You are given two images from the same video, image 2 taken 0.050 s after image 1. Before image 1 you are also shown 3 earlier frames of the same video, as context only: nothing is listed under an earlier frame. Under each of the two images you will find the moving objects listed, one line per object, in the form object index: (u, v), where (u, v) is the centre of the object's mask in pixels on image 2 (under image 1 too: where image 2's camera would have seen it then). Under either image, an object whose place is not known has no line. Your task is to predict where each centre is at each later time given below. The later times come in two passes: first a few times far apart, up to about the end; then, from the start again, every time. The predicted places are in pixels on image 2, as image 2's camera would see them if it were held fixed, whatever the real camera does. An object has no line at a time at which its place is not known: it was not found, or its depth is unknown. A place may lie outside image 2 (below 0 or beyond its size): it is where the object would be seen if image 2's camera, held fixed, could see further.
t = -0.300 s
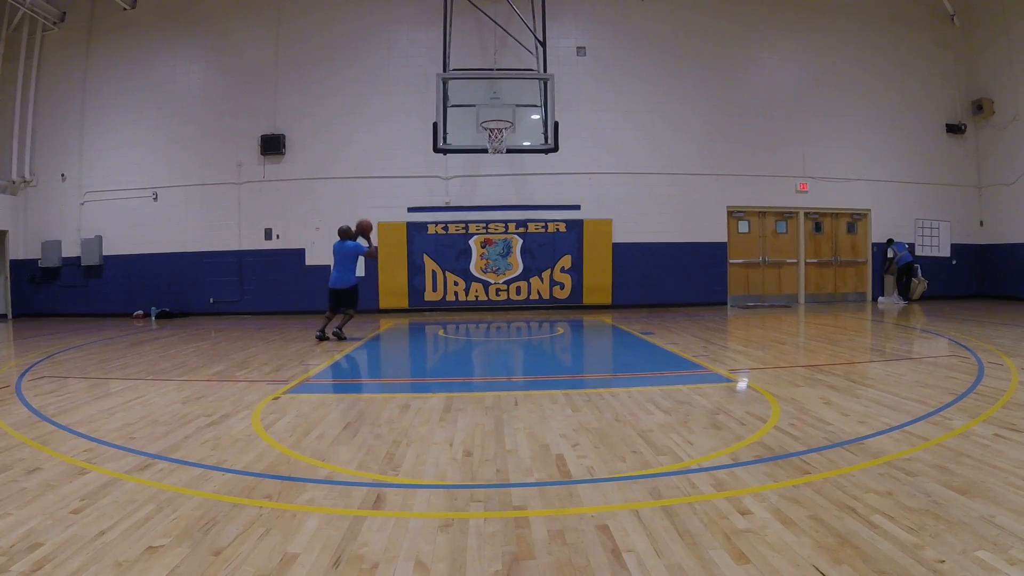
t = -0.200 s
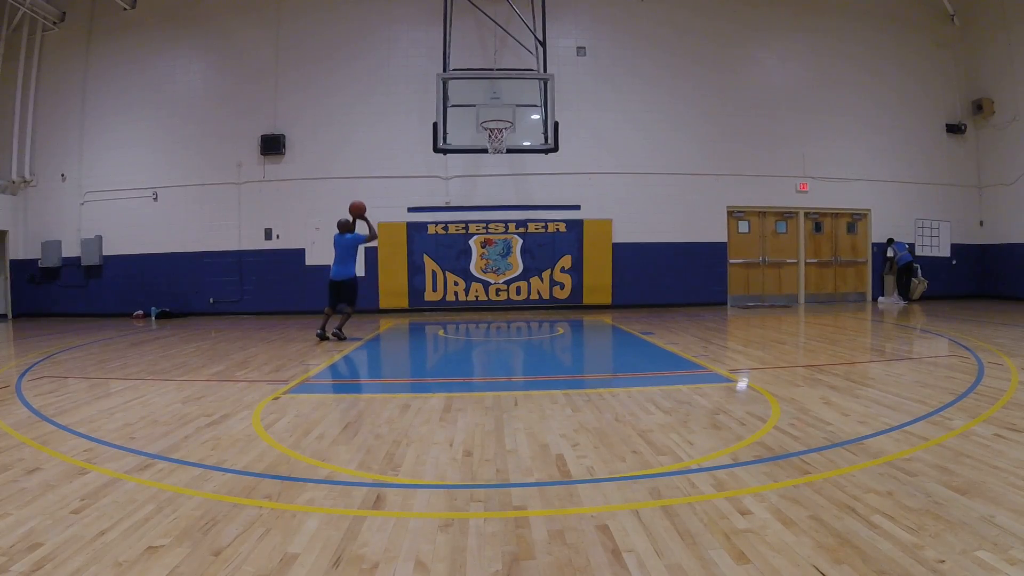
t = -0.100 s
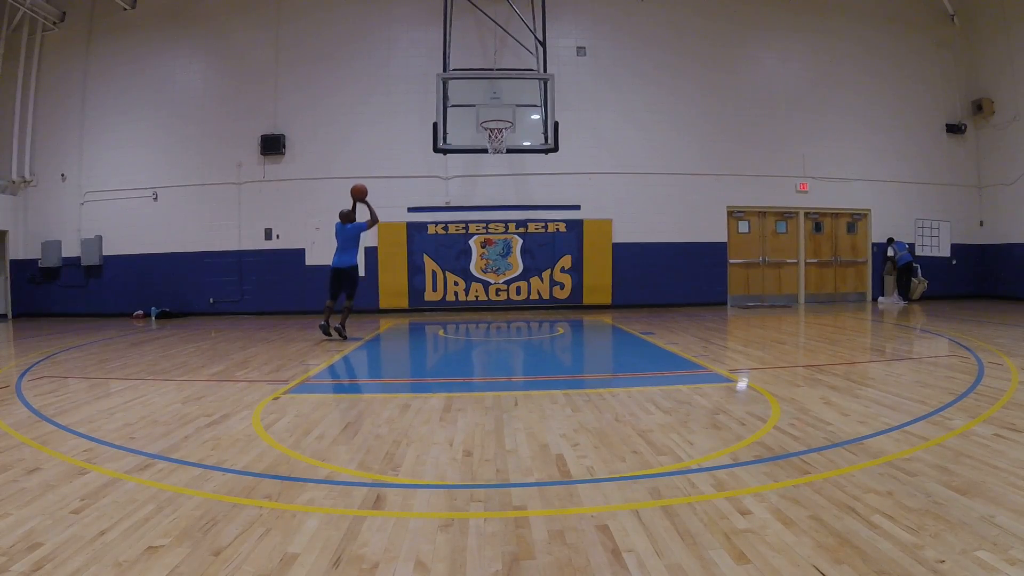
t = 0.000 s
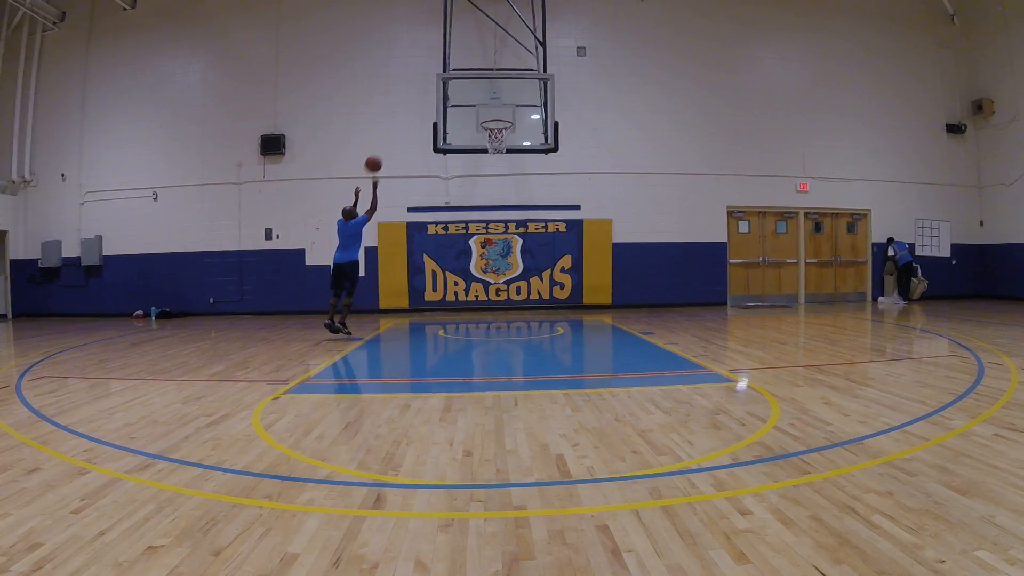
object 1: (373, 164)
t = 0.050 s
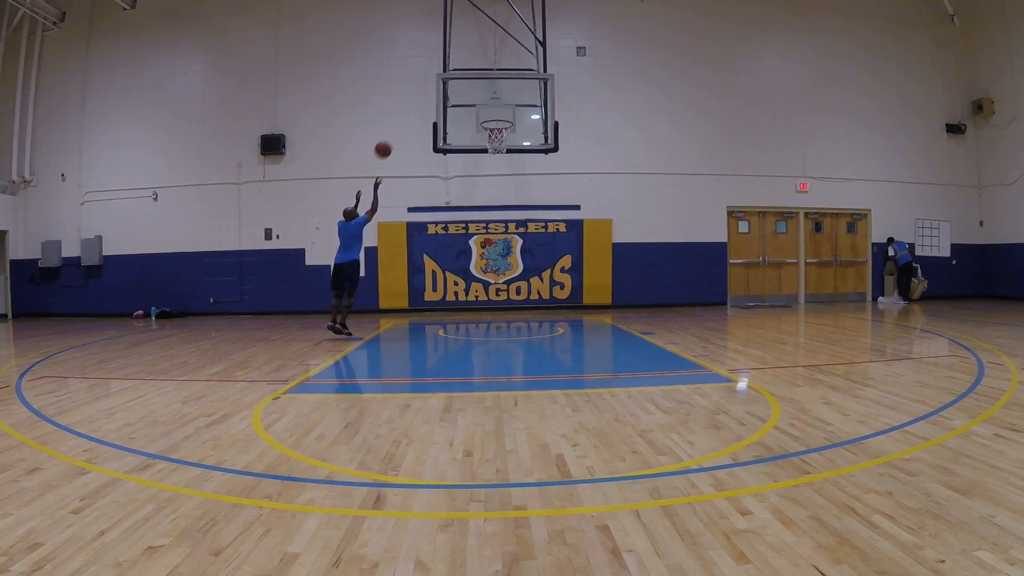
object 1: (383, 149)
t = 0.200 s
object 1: (412, 118)
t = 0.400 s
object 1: (447, 101)
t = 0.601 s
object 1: (477, 107)
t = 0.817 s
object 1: (504, 135)
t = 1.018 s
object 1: (504, 148)
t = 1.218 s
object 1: (502, 182)
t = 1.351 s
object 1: (501, 221)
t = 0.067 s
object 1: (386, 144)
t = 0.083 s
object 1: (389, 141)
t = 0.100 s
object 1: (392, 137)
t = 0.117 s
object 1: (396, 133)
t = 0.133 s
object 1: (399, 129)
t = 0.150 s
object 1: (402, 126)
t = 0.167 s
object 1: (405, 123)
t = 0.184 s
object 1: (408, 120)
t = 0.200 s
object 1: (412, 118)
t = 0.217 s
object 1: (415, 115)
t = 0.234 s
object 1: (418, 113)
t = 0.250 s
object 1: (421, 111)
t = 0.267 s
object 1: (424, 109)
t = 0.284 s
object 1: (427, 108)
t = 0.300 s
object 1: (430, 106)
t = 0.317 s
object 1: (433, 105)
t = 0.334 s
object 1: (436, 104)
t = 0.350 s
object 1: (438, 103)
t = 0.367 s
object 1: (442, 102)
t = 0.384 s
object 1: (444, 102)
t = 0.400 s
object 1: (447, 101)
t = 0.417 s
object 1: (450, 101)
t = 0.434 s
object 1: (453, 101)
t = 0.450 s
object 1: (456, 101)
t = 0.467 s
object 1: (459, 101)
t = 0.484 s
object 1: (462, 102)
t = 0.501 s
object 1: (464, 103)
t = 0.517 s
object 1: (467, 104)
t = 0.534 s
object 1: (470, 104)
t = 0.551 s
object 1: (472, 105)
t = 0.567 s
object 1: (474, 106)
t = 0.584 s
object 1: (476, 106)
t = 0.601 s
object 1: (477, 107)
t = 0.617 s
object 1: (479, 108)
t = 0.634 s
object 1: (481, 110)
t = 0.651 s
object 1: (483, 111)
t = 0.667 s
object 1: (485, 112)
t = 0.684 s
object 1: (487, 114)
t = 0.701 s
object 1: (489, 116)
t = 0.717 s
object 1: (491, 118)
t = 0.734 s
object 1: (494, 120)
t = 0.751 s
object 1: (495, 124)
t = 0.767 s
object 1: (496, 126)
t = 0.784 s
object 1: (498, 127)
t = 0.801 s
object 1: (502, 132)
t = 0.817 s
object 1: (504, 135)
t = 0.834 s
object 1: (505, 139)
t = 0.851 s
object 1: (505, 138)
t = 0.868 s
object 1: (506, 139)
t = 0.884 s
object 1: (505, 140)
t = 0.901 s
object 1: (506, 142)
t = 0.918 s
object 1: (505, 142)
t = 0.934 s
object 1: (505, 141)
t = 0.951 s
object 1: (505, 143)
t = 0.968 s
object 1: (504, 143)
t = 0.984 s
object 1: (504, 144)
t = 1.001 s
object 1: (504, 146)
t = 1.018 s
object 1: (504, 148)
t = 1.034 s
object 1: (503, 149)
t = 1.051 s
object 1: (503, 151)
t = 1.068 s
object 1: (503, 153)
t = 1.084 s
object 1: (503, 155)
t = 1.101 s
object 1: (503, 158)
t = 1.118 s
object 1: (503, 161)
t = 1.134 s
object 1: (503, 164)
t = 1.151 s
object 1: (502, 167)
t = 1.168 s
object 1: (502, 171)
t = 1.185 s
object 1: (502, 174)
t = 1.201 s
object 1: (502, 178)
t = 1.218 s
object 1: (502, 182)
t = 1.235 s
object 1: (502, 186)
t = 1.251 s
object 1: (502, 190)
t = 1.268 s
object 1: (502, 195)
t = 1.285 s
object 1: (501, 199)
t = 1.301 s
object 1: (501, 205)
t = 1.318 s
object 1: (501, 210)
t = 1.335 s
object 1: (501, 214)
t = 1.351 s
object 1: (501, 221)
